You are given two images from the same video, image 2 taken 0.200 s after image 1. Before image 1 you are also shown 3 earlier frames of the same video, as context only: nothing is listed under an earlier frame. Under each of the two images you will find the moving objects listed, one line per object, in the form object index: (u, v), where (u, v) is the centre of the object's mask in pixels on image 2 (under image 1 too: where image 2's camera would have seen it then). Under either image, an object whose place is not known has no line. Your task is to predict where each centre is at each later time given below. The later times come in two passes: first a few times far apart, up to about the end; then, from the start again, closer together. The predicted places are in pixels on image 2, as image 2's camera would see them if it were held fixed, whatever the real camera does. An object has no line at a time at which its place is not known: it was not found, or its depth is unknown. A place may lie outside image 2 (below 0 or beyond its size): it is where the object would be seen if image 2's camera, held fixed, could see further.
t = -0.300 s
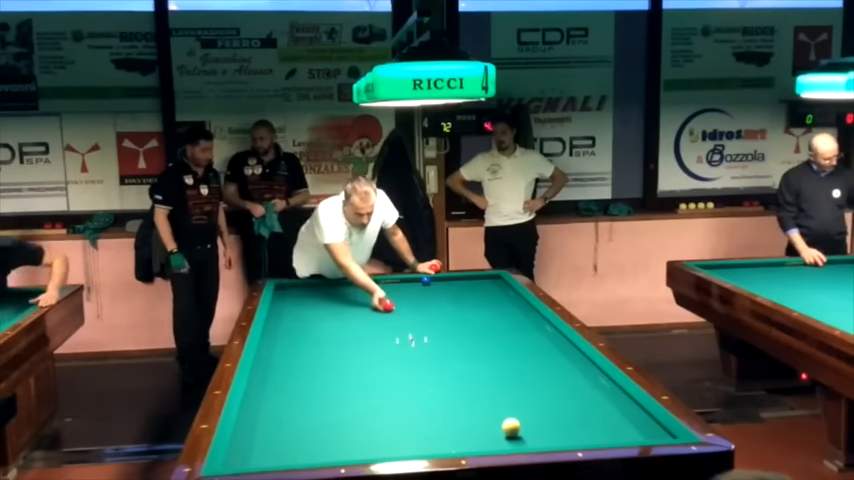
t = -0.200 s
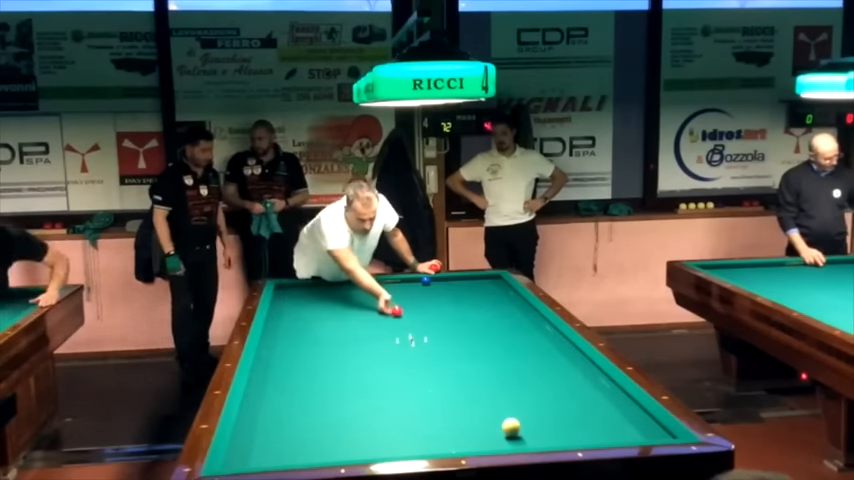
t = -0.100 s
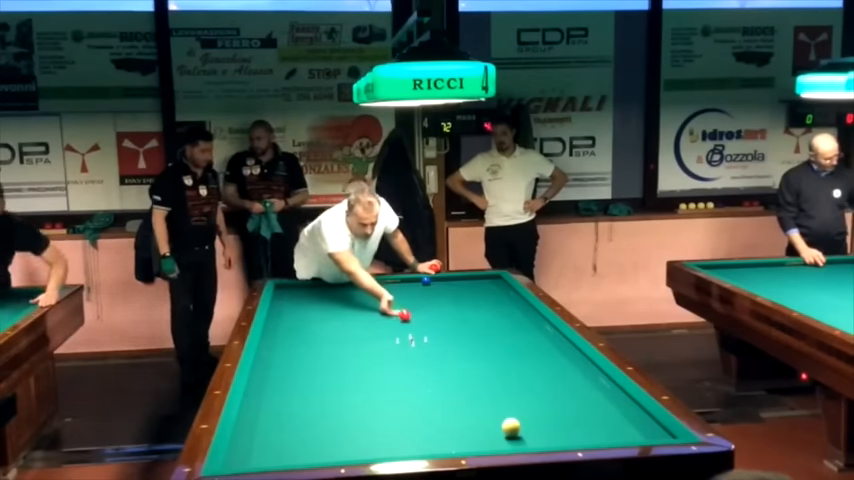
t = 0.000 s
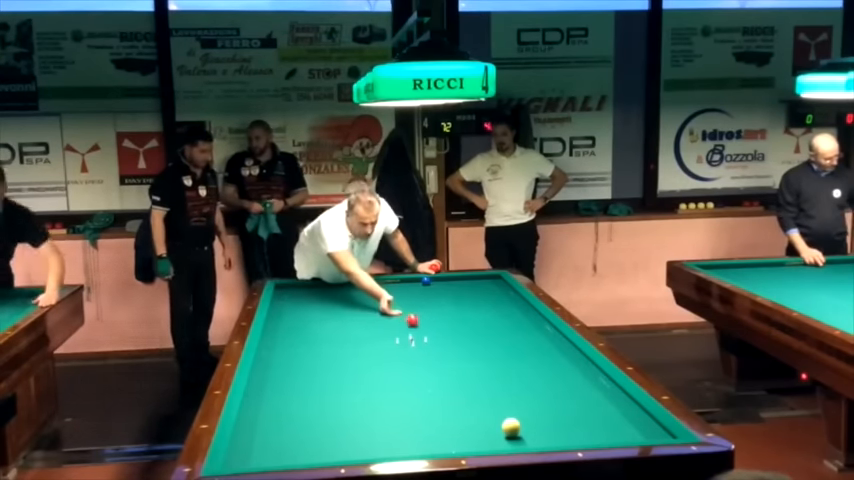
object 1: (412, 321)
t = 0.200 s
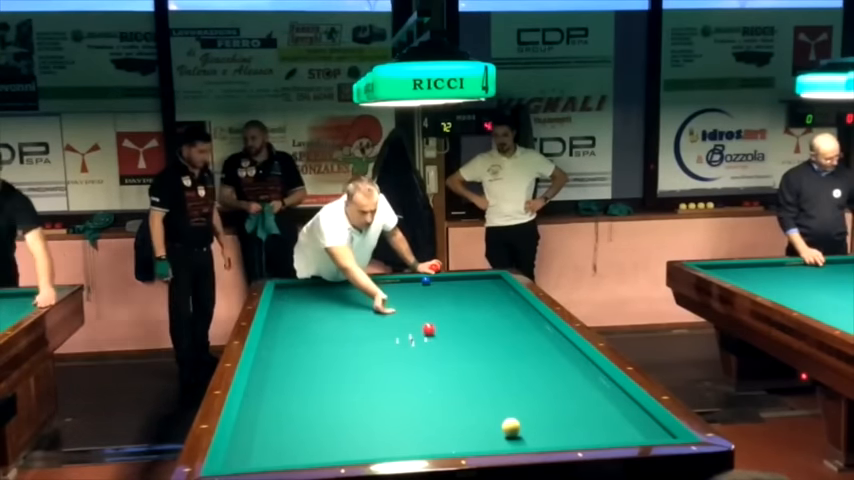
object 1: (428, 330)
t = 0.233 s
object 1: (431, 331)
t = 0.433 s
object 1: (449, 341)
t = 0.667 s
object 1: (471, 354)
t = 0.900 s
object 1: (497, 368)
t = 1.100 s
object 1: (521, 381)
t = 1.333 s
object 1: (551, 398)
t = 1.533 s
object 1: (580, 414)
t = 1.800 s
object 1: (625, 436)
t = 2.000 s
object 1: (624, 426)
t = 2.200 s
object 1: (624, 415)
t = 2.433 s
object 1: (624, 403)
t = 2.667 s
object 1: (617, 393)
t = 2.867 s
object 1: (605, 386)
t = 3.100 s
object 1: (592, 379)
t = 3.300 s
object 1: (582, 373)
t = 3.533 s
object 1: (571, 367)
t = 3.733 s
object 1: (562, 361)
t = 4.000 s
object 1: (550, 355)
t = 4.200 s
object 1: (542, 350)
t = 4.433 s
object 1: (534, 346)
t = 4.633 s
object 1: (527, 342)
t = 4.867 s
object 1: (520, 338)
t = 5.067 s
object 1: (514, 334)
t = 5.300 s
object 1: (507, 330)
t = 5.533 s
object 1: (501, 327)
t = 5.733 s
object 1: (496, 324)
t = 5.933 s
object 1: (491, 321)
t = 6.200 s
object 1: (485, 318)
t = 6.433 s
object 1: (480, 315)
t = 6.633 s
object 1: (476, 313)
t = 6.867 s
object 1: (472, 310)
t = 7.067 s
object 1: (468, 309)
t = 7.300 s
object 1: (464, 306)
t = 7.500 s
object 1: (461, 305)
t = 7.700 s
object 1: (458, 303)
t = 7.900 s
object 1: (455, 302)
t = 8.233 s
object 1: (451, 299)
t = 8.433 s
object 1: (449, 297)
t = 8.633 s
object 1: (446, 297)
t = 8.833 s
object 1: (444, 296)
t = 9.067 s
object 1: (442, 294)
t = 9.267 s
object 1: (440, 293)
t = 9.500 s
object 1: (438, 293)
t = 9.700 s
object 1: (437, 291)
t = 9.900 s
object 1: (435, 291)
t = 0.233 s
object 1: (431, 331)
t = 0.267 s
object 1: (434, 333)
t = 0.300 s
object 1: (437, 335)
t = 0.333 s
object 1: (440, 336)
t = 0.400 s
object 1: (446, 340)
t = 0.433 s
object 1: (449, 341)
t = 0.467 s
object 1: (452, 343)
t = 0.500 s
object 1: (455, 345)
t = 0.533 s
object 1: (458, 346)
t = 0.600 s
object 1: (465, 350)
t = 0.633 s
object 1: (468, 352)
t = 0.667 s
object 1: (471, 354)
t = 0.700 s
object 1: (475, 356)
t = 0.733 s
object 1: (478, 357)
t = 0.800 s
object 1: (486, 361)
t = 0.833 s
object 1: (489, 364)
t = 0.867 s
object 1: (493, 366)
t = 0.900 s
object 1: (497, 368)
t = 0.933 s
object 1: (500, 370)
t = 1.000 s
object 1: (508, 374)
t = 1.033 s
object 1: (512, 376)
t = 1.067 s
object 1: (516, 378)
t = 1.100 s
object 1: (521, 381)
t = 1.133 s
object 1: (524, 383)
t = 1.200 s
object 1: (533, 388)
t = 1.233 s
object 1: (537, 390)
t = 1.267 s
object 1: (542, 393)
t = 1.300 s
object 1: (547, 395)
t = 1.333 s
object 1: (551, 398)
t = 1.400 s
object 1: (560, 403)
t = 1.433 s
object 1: (565, 406)
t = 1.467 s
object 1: (570, 409)
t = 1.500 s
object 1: (576, 412)
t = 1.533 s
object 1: (580, 414)
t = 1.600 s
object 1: (591, 420)
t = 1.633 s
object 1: (597, 423)
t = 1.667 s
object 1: (602, 426)
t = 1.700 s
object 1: (608, 429)
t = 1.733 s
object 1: (613, 432)
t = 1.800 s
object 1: (625, 436)
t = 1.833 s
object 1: (627, 436)
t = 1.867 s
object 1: (626, 434)
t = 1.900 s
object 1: (625, 432)
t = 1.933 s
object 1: (625, 430)
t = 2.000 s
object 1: (624, 426)
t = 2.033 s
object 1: (624, 424)
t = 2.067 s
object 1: (624, 422)
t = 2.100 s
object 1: (624, 420)
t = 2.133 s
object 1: (624, 418)
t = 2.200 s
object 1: (624, 415)
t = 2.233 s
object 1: (624, 413)
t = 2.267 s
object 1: (624, 412)
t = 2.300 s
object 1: (624, 410)
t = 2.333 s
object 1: (624, 408)
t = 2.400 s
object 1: (624, 405)
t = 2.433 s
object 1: (624, 403)
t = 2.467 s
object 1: (624, 402)
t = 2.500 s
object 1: (624, 400)
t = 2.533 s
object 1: (624, 399)
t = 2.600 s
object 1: (621, 396)
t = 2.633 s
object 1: (619, 395)
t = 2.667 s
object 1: (617, 393)
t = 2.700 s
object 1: (615, 392)
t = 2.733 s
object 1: (613, 391)
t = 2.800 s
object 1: (609, 389)
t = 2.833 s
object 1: (607, 388)
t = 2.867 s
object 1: (605, 386)
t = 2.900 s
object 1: (603, 386)
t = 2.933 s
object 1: (601, 384)
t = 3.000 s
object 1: (597, 382)
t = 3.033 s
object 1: (596, 381)
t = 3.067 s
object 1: (594, 380)
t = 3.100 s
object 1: (592, 379)
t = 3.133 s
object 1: (590, 378)
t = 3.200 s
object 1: (587, 376)
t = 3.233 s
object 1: (585, 375)
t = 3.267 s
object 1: (583, 374)
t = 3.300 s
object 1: (582, 373)
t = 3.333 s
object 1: (580, 372)
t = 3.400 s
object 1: (577, 370)
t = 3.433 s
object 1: (575, 369)
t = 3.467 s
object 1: (573, 368)
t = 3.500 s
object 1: (572, 367)
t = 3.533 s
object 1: (571, 367)
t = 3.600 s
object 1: (567, 365)
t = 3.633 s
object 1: (566, 364)
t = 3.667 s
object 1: (564, 363)
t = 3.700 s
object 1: (563, 362)
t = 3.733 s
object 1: (562, 361)
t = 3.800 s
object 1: (559, 360)
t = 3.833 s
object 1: (557, 359)
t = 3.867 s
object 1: (556, 358)
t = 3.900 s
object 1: (554, 357)
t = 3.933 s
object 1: (553, 356)
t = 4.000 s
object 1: (550, 355)
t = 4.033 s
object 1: (549, 354)
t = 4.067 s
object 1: (548, 353)
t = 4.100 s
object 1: (546, 353)
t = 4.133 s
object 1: (545, 352)
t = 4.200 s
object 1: (542, 350)
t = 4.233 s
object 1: (541, 350)
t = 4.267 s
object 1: (540, 349)
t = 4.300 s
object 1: (539, 348)
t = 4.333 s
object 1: (538, 347)
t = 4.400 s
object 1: (535, 346)
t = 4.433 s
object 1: (534, 346)
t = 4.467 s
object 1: (533, 345)
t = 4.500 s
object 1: (531, 344)
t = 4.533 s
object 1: (530, 344)
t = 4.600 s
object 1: (528, 342)
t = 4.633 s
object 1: (527, 342)
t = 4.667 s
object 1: (526, 341)
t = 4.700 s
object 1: (525, 341)
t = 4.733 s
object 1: (524, 340)
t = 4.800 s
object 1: (522, 339)
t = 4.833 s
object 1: (521, 338)
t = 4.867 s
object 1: (520, 338)
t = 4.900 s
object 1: (518, 337)
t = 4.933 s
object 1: (518, 336)
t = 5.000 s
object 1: (515, 335)
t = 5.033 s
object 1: (515, 335)
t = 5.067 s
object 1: (514, 334)
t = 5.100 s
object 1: (512, 333)
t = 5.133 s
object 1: (512, 333)
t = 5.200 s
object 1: (510, 332)
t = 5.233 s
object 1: (509, 331)
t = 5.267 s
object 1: (508, 331)
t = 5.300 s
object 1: (507, 330)
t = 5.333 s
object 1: (506, 330)
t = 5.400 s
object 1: (504, 329)
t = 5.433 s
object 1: (503, 328)
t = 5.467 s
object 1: (503, 328)
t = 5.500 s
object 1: (502, 327)
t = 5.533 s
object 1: (501, 327)
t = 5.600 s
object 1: (499, 326)
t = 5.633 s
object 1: (498, 326)
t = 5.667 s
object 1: (497, 325)
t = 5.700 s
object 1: (497, 324)
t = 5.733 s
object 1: (496, 324)
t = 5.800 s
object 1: (494, 323)
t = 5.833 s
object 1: (493, 323)
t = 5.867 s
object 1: (492, 322)
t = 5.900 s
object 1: (492, 322)
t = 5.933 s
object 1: (491, 321)
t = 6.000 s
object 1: (490, 320)
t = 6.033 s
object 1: (489, 320)
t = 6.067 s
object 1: (488, 320)
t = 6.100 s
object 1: (487, 319)
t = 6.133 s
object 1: (486, 318)
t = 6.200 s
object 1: (485, 318)
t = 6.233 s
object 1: (484, 318)
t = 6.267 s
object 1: (483, 317)
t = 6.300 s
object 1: (483, 317)
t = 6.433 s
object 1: (480, 315)
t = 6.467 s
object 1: (480, 315)
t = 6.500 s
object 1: (479, 314)
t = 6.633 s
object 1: (476, 313)
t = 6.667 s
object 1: (475, 313)
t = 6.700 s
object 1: (475, 312)
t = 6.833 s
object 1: (472, 311)
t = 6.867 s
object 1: (472, 310)
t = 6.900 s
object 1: (471, 310)
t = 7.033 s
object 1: (469, 309)
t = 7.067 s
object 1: (468, 309)
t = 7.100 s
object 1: (468, 308)
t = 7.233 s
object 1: (465, 307)
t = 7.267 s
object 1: (465, 307)
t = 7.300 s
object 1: (464, 306)
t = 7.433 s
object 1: (462, 305)
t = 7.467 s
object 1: (462, 305)
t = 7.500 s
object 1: (461, 305)
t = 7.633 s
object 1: (459, 303)
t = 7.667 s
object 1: (459, 303)
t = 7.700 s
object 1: (458, 303)
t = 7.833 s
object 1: (456, 302)
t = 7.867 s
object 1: (456, 302)
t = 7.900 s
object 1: (455, 302)
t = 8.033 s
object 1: (454, 301)
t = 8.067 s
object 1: (453, 300)
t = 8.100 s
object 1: (453, 300)
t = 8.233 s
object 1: (451, 299)
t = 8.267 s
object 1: (450, 299)
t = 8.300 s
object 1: (450, 299)
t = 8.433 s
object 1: (449, 297)
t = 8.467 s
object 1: (448, 297)
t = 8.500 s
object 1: (448, 297)
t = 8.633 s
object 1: (446, 297)
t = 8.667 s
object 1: (446, 296)
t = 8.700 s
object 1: (446, 296)
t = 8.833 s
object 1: (444, 296)
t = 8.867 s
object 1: (444, 295)
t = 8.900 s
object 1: (444, 295)
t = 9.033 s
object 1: (442, 294)
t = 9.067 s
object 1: (442, 294)
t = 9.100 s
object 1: (442, 294)
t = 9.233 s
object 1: (440, 294)
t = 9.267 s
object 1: (440, 293)
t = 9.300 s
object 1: (440, 293)
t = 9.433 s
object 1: (439, 293)
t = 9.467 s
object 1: (438, 293)
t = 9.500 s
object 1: (438, 293)
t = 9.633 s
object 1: (437, 292)
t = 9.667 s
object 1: (437, 292)
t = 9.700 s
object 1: (437, 291)
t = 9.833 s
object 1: (436, 291)
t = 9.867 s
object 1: (436, 291)
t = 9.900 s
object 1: (435, 291)
